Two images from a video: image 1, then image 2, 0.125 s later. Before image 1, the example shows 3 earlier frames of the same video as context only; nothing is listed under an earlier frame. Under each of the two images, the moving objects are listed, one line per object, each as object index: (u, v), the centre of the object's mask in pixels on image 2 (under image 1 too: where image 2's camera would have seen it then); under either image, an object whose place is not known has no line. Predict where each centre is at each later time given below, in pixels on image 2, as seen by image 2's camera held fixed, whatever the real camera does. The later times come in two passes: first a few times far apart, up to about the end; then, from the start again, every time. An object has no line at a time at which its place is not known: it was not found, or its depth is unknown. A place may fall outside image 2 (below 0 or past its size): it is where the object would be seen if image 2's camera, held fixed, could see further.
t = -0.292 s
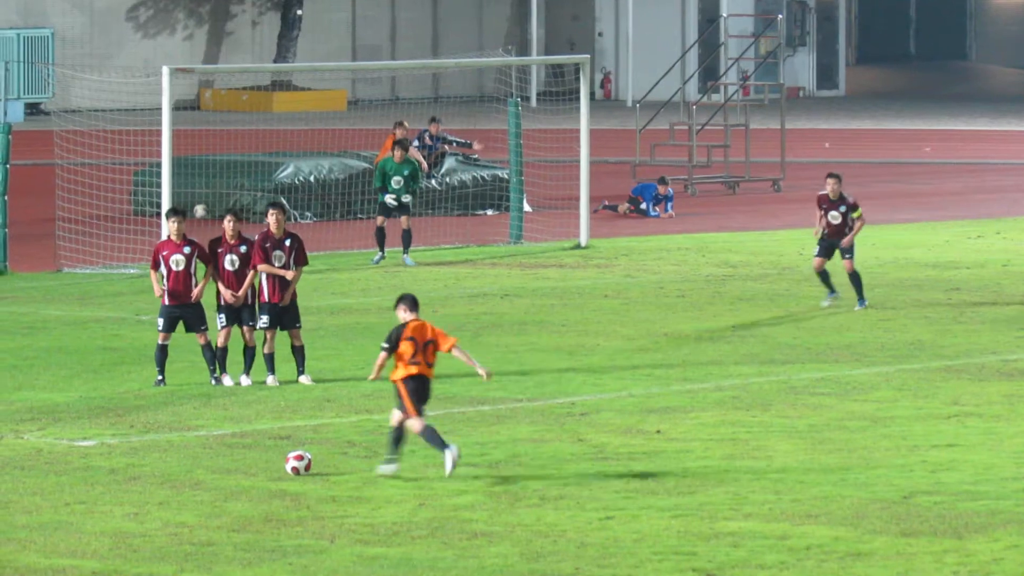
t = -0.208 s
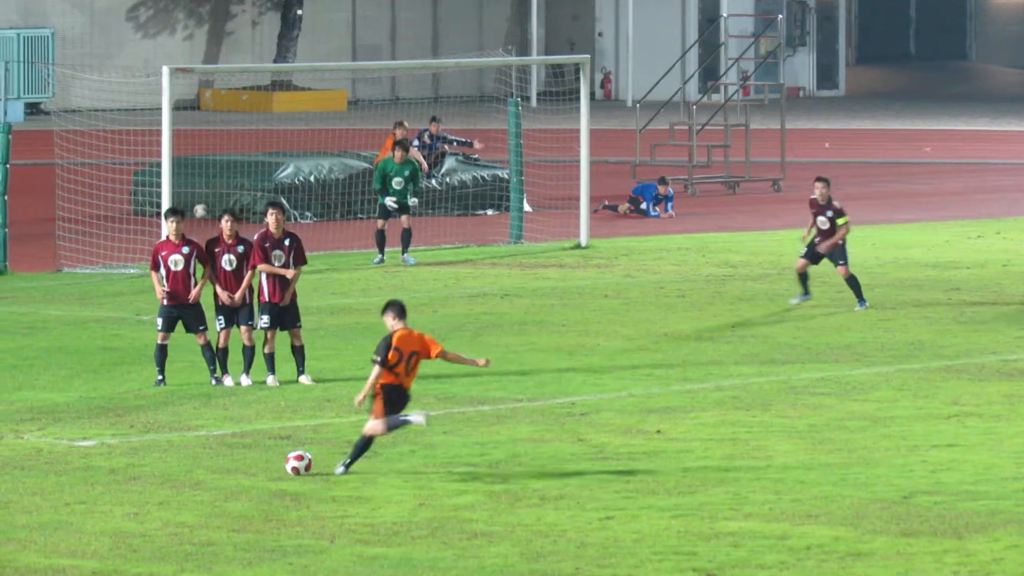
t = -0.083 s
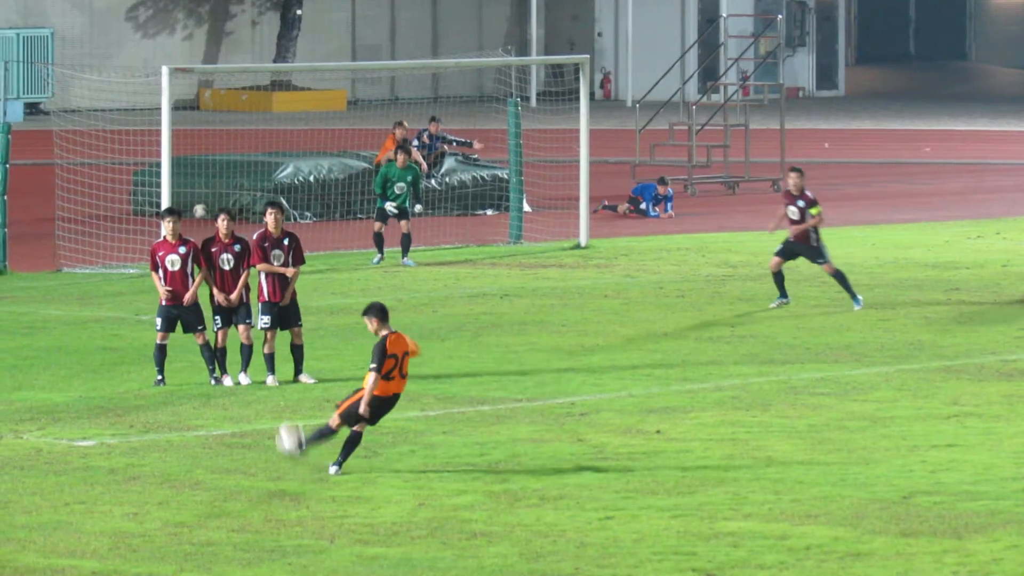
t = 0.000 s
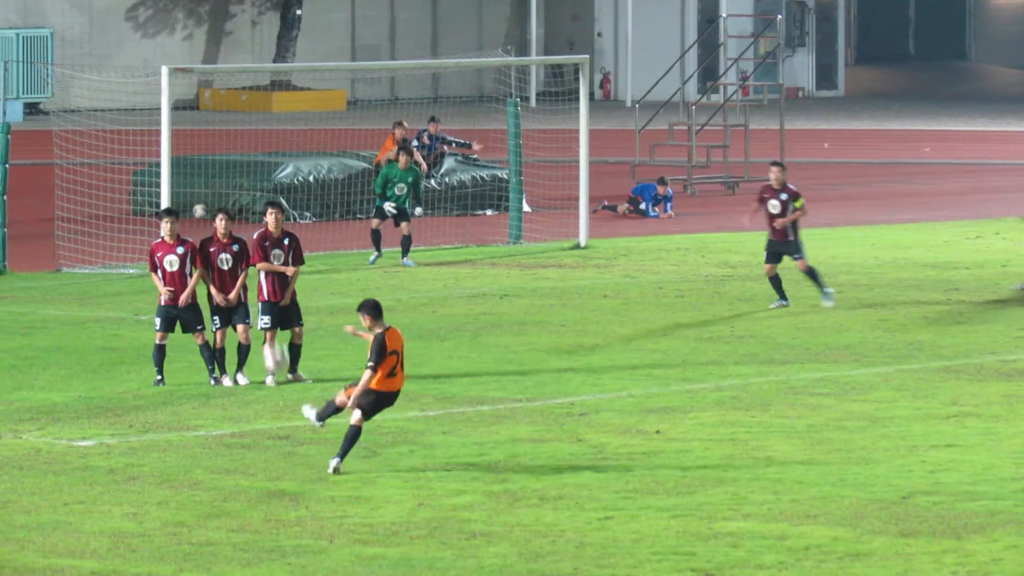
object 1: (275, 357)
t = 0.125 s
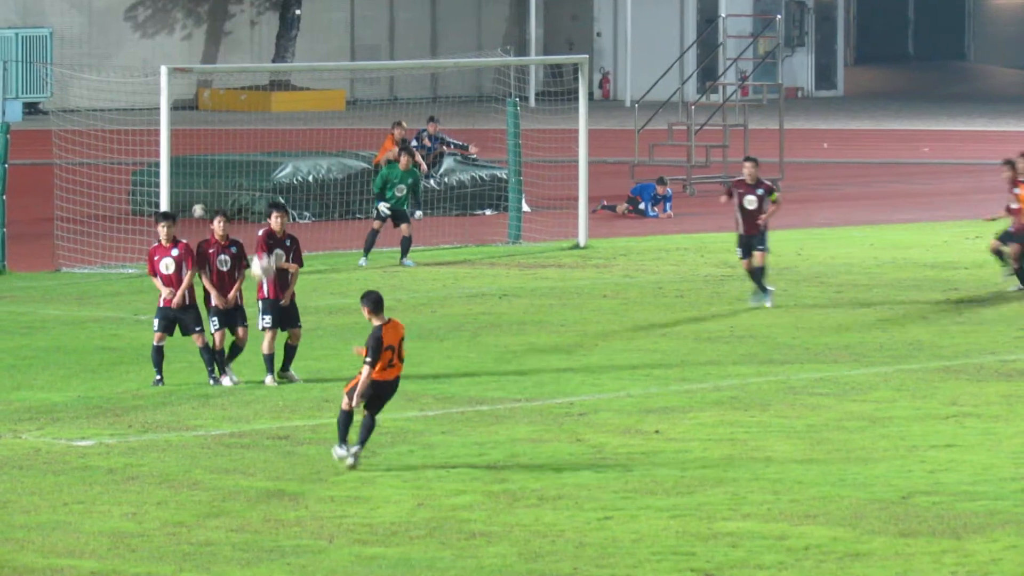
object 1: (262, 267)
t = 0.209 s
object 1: (259, 225)
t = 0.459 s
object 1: (269, 166)
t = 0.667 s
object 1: (294, 184)
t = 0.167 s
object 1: (260, 245)
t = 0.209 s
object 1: (259, 225)
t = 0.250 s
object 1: (260, 208)
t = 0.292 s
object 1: (260, 194)
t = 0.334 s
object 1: (262, 184)
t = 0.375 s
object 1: (264, 175)
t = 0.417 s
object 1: (266, 169)
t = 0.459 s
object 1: (269, 166)
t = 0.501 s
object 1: (273, 165)
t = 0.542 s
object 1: (278, 167)
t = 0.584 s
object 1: (282, 169)
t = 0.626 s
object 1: (288, 176)
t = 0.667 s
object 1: (294, 184)
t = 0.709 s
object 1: (300, 193)
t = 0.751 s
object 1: (309, 202)
